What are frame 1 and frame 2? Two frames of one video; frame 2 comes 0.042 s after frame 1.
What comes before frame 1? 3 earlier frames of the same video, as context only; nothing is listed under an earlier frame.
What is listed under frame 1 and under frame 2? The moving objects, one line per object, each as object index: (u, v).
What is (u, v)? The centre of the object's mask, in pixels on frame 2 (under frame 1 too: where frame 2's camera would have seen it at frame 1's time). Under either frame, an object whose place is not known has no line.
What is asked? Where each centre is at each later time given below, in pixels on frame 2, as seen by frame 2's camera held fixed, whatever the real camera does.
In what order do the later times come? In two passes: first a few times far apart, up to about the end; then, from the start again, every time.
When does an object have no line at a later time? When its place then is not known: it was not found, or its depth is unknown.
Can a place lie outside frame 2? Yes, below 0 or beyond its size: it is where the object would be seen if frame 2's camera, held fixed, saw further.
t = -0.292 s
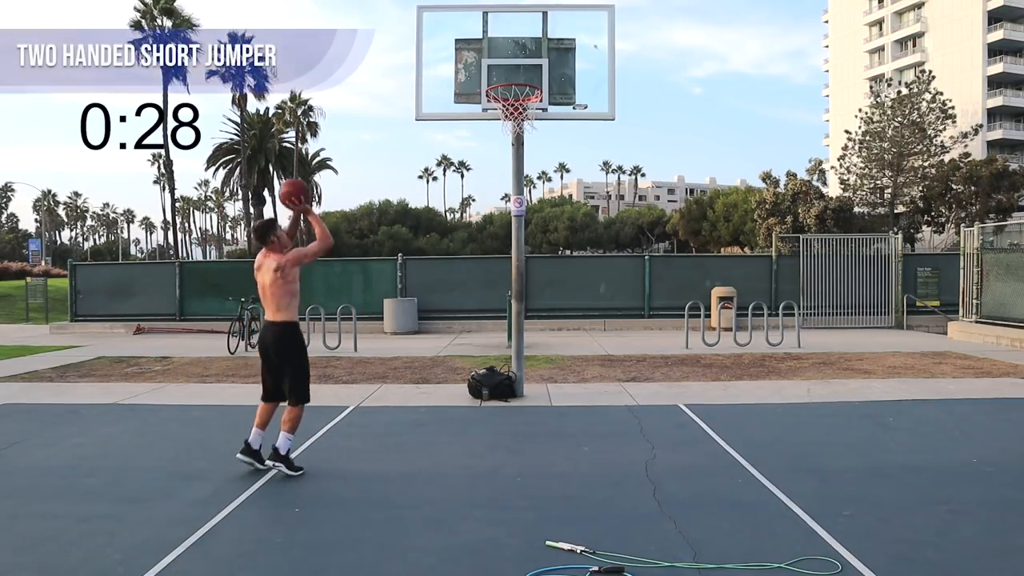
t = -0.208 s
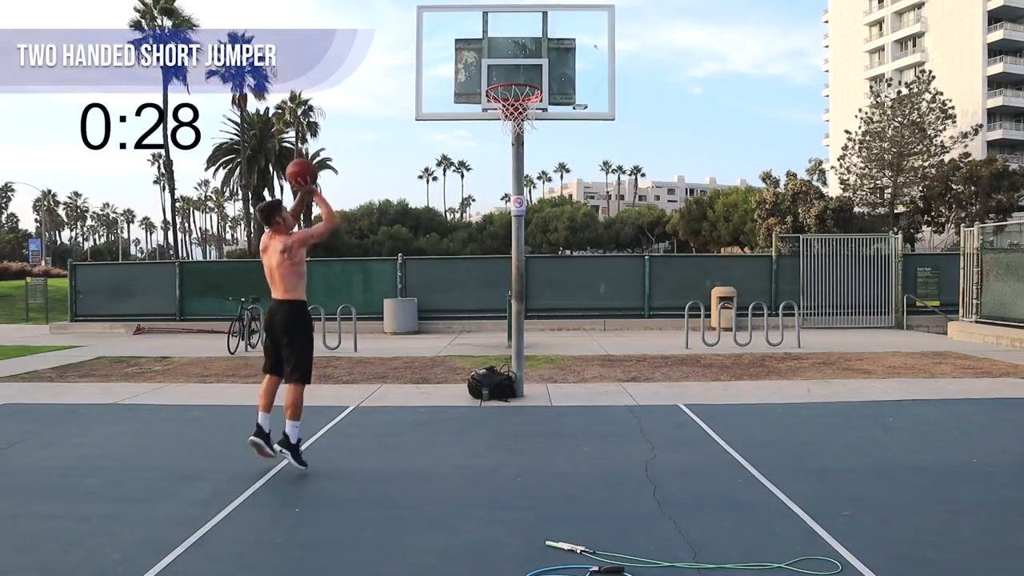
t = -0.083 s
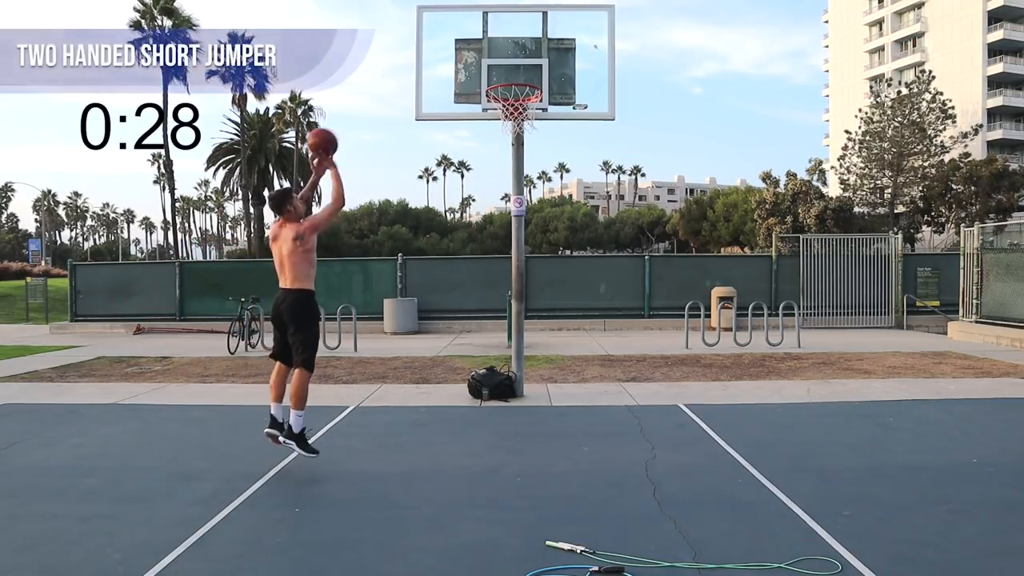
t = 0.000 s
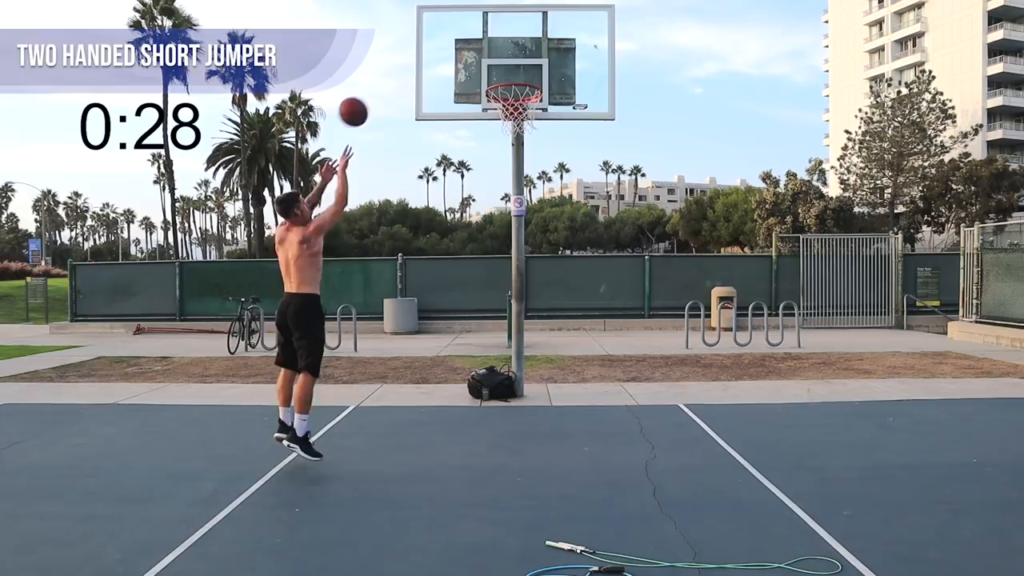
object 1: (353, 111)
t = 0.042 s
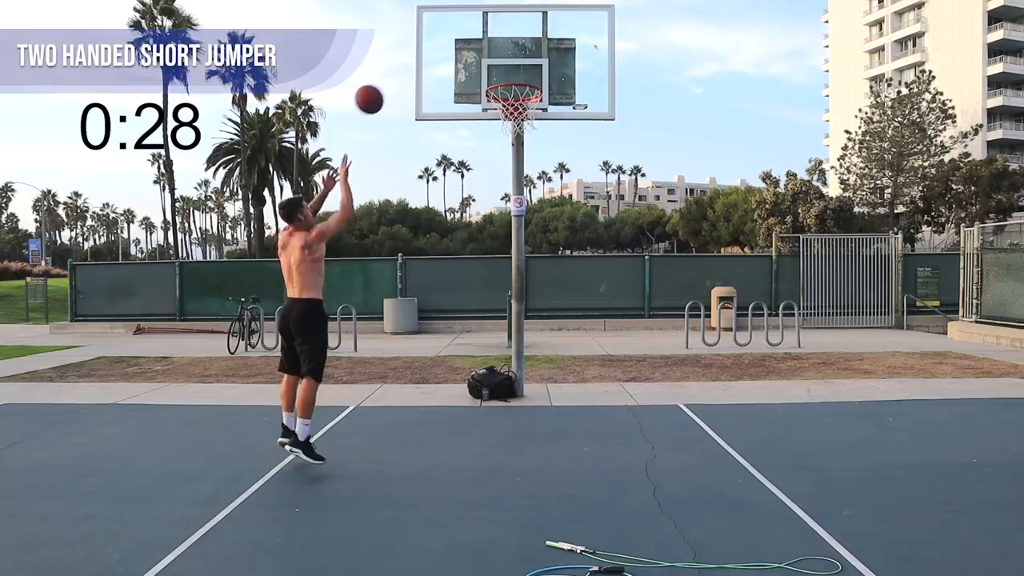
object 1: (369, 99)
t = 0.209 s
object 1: (429, 72)
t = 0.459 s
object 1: (497, 77)
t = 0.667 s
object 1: (520, 72)
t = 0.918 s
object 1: (524, 66)
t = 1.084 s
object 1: (533, 74)
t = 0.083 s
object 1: (385, 89)
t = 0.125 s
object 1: (400, 81)
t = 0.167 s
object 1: (415, 76)
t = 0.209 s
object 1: (429, 72)
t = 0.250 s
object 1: (443, 71)
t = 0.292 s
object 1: (457, 72)
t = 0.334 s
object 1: (470, 74)
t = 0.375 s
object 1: (482, 78)
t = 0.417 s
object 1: (490, 78)
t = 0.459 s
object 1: (497, 77)
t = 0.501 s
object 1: (502, 75)
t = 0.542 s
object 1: (506, 72)
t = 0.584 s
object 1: (511, 71)
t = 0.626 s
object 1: (515, 71)
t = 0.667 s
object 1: (520, 72)
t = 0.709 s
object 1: (523, 71)
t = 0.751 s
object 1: (523, 67)
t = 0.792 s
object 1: (523, 64)
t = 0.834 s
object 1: (523, 63)
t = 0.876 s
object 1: (524, 63)
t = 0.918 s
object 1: (524, 66)
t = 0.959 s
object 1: (525, 68)
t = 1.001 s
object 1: (527, 68)
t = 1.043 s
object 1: (530, 70)
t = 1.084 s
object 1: (533, 74)
